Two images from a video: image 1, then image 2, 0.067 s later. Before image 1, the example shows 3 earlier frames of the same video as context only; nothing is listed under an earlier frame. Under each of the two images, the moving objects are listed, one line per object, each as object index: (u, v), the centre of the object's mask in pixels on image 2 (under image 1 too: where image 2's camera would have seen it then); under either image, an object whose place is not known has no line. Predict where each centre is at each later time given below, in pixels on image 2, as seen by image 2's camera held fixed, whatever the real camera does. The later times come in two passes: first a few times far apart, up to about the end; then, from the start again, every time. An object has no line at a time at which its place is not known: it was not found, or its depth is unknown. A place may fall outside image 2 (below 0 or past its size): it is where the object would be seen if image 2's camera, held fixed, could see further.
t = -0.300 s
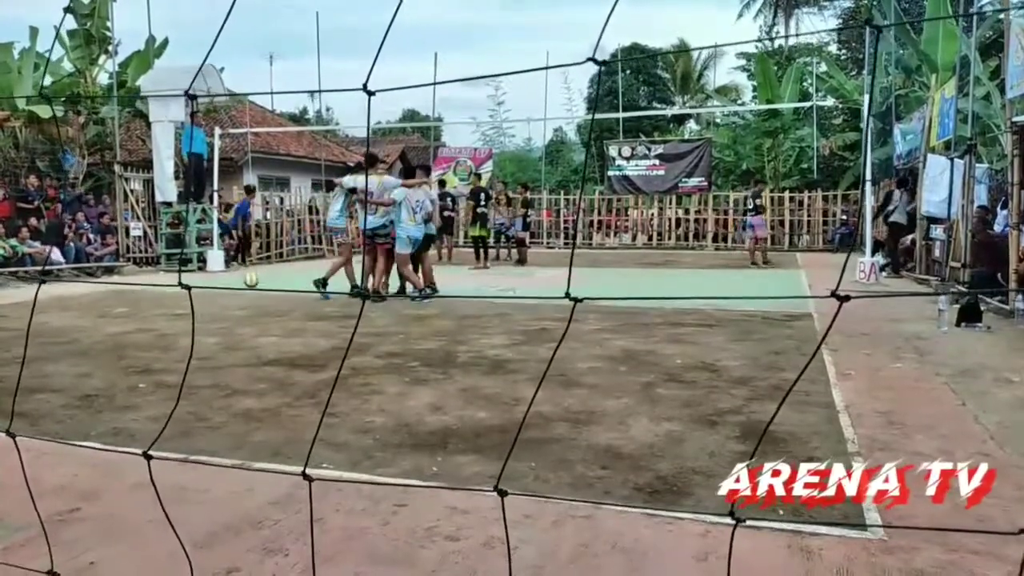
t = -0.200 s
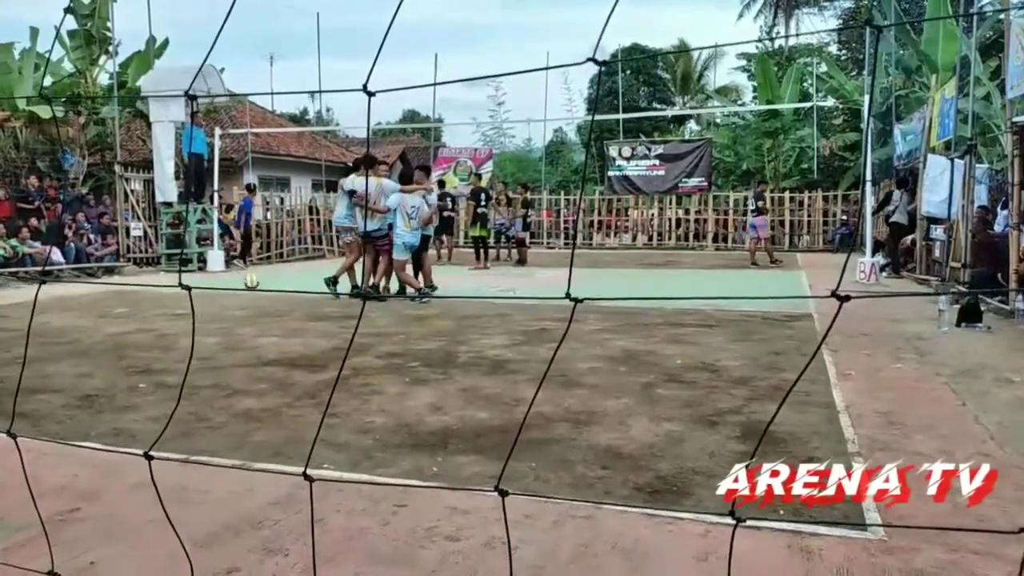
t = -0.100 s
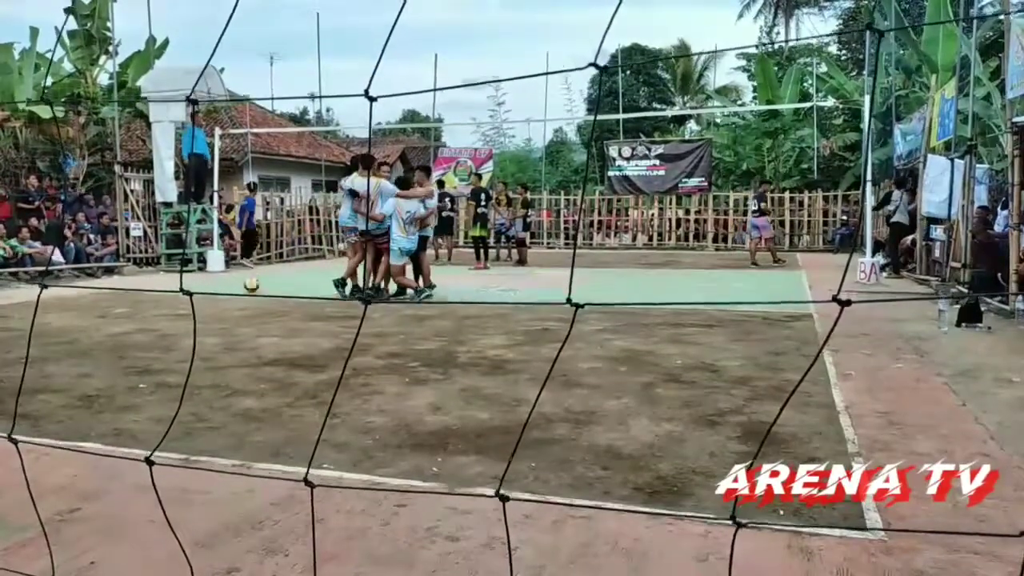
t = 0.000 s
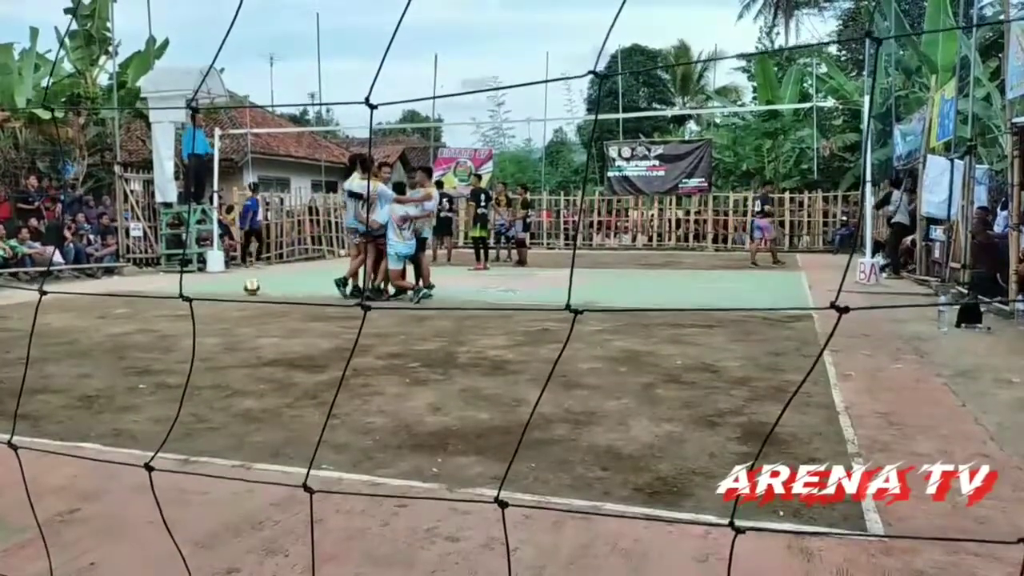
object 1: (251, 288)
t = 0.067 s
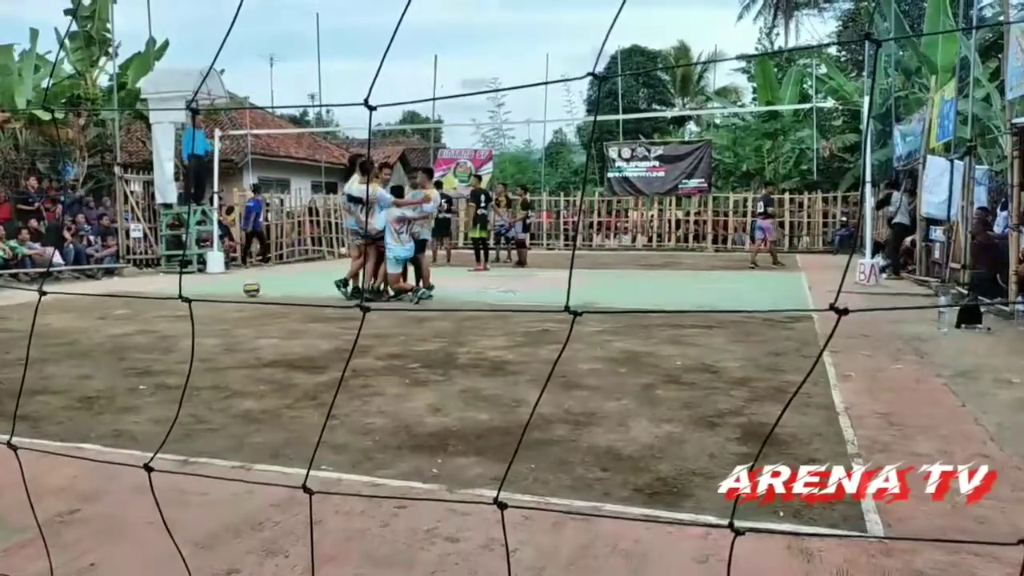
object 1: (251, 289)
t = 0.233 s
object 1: (251, 291)
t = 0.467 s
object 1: (251, 298)
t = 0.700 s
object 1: (249, 304)
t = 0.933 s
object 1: (247, 308)
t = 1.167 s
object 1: (244, 319)
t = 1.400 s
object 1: (240, 327)
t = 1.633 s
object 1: (234, 338)
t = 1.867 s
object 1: (229, 350)
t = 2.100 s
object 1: (220, 367)
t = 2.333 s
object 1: (212, 388)
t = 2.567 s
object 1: (201, 414)
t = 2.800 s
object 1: (192, 435)
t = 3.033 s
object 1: (181, 478)
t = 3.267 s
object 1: (165, 534)
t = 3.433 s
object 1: (150, 562)
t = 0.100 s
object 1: (251, 290)
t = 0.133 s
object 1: (251, 290)
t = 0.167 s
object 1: (251, 290)
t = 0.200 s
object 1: (252, 290)
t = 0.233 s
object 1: (251, 291)
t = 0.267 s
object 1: (252, 295)
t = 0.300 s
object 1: (251, 295)
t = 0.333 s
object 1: (251, 295)
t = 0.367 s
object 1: (251, 297)
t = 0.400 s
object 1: (252, 297)
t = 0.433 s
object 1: (251, 296)
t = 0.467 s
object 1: (251, 298)
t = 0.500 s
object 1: (250, 297)
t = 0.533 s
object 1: (250, 299)
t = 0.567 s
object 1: (250, 302)
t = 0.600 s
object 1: (250, 301)
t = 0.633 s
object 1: (250, 301)
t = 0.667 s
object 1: (250, 303)
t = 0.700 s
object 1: (249, 304)
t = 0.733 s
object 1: (249, 305)
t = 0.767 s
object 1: (249, 307)
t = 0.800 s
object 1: (249, 309)
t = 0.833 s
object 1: (249, 309)
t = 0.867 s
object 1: (249, 308)
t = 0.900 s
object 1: (248, 308)
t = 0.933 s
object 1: (247, 308)
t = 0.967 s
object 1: (247, 309)
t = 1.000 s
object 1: (246, 311)
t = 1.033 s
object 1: (246, 315)
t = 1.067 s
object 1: (247, 314)
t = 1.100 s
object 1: (245, 314)
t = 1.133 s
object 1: (245, 316)
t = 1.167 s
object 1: (244, 319)
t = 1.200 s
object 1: (243, 319)
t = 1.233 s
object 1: (243, 318)
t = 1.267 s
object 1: (242, 319)
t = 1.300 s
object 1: (242, 321)
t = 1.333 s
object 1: (242, 322)
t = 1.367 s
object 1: (241, 326)
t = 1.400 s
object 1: (240, 327)
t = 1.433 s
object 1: (238, 326)
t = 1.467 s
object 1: (237, 326)
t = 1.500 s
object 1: (237, 328)
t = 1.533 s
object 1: (236, 333)
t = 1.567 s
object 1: (237, 336)
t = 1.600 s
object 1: (235, 336)
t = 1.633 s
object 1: (234, 338)
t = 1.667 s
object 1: (233, 340)
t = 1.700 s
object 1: (232, 342)
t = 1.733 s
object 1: (231, 343)
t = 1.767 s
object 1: (231, 345)
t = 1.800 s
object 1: (230, 347)
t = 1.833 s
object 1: (229, 349)
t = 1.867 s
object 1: (229, 350)
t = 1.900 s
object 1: (226, 352)
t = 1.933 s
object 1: (225, 356)
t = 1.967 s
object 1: (224, 357)
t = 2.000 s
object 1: (223, 359)
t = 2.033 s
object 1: (223, 363)
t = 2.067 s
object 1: (221, 364)
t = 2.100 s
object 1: (220, 367)
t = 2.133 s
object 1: (219, 370)
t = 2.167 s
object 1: (218, 373)
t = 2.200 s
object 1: (216, 376)
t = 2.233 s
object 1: (215, 378)
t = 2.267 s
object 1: (214, 381)
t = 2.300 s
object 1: (212, 384)
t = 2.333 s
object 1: (212, 388)
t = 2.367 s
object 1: (210, 391)
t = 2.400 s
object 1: (209, 395)
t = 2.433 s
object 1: (208, 399)
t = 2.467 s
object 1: (207, 402)
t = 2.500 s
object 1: (204, 406)
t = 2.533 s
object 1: (203, 410)
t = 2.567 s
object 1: (201, 414)
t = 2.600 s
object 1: (199, 416)
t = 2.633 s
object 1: (199, 417)
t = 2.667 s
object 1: (199, 425)
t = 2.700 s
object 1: (197, 427)
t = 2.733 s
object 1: (195, 427)
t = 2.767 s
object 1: (193, 429)
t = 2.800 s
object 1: (192, 435)
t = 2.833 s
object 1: (192, 442)
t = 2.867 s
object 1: (190, 446)
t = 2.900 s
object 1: (188, 453)
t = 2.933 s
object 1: (187, 458)
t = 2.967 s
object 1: (184, 465)
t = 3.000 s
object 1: (183, 471)
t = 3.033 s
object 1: (181, 478)
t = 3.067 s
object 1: (179, 485)
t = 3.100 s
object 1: (178, 490)
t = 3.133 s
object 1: (174, 499)
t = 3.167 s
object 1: (172, 506)
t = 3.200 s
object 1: (170, 516)
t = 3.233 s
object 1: (167, 522)
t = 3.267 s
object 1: (165, 534)
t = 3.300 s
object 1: (162, 542)
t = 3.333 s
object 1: (157, 548)
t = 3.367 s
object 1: (155, 553)
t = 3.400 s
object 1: (154, 559)
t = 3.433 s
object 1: (150, 562)
